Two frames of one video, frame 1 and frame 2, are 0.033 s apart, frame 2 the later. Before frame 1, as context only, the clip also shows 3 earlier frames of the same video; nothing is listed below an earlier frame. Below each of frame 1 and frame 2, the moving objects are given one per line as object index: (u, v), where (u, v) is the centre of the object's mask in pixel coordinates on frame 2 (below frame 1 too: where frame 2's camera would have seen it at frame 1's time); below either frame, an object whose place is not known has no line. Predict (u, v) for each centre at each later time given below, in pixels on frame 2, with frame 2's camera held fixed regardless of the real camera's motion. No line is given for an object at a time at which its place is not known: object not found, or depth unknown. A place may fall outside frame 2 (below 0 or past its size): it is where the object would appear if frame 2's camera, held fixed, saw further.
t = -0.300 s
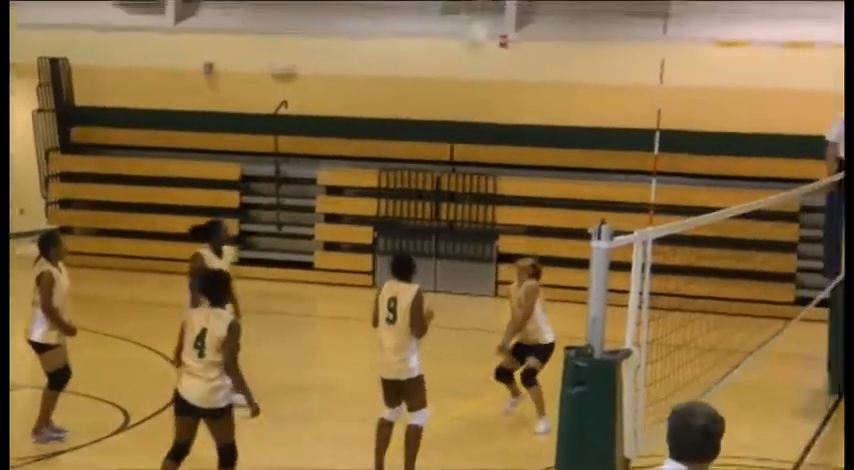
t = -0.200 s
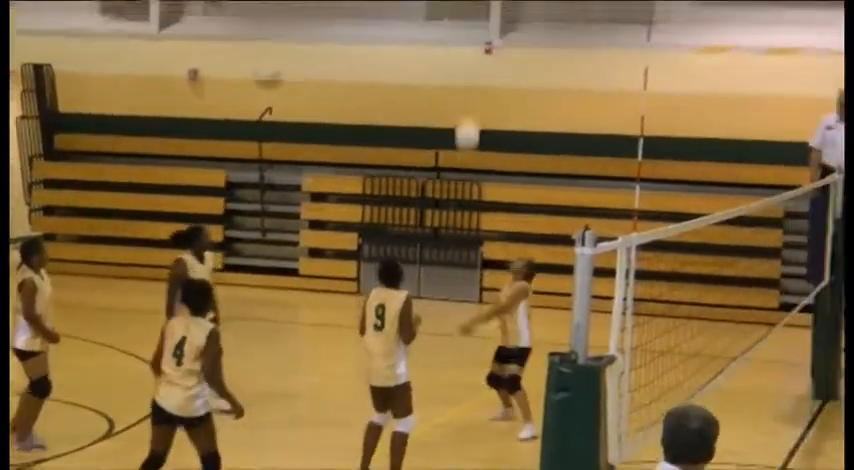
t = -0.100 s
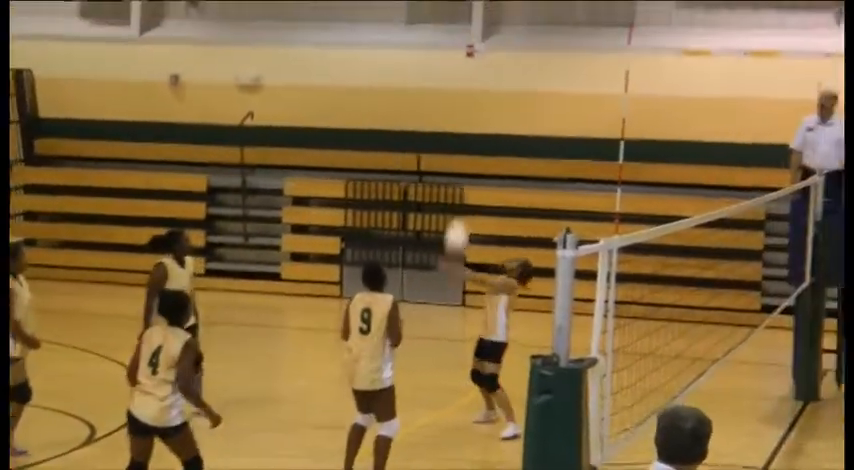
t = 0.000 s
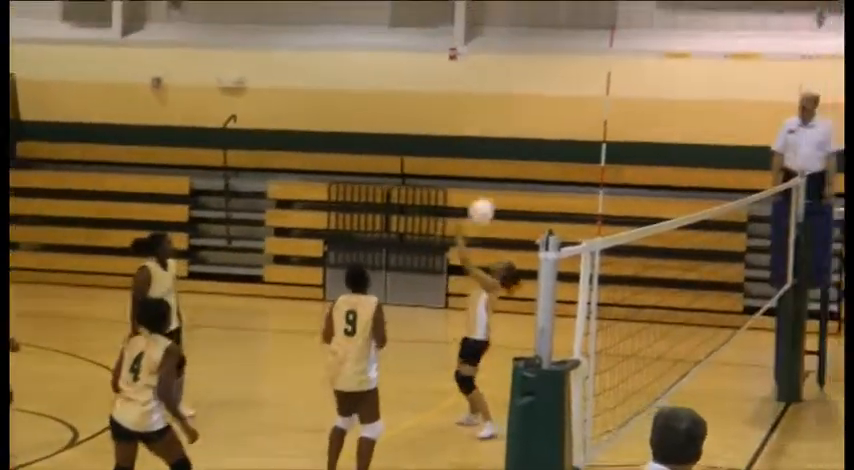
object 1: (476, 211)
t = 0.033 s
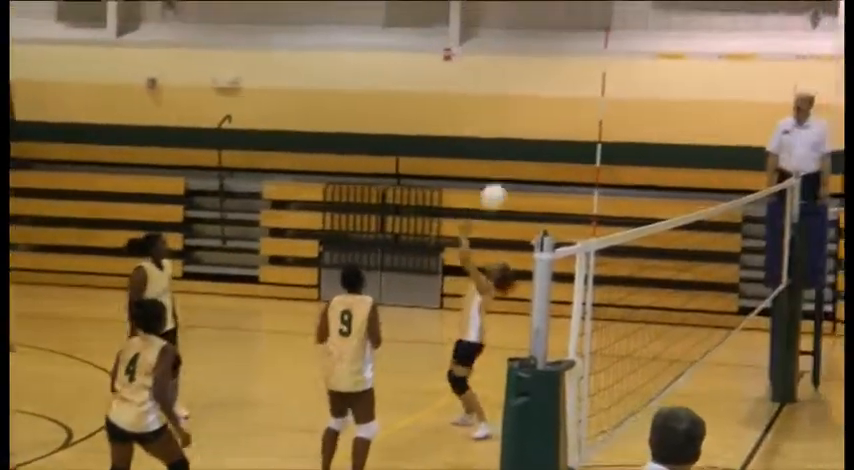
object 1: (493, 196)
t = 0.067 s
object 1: (511, 183)
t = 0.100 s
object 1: (527, 170)
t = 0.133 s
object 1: (545, 158)
